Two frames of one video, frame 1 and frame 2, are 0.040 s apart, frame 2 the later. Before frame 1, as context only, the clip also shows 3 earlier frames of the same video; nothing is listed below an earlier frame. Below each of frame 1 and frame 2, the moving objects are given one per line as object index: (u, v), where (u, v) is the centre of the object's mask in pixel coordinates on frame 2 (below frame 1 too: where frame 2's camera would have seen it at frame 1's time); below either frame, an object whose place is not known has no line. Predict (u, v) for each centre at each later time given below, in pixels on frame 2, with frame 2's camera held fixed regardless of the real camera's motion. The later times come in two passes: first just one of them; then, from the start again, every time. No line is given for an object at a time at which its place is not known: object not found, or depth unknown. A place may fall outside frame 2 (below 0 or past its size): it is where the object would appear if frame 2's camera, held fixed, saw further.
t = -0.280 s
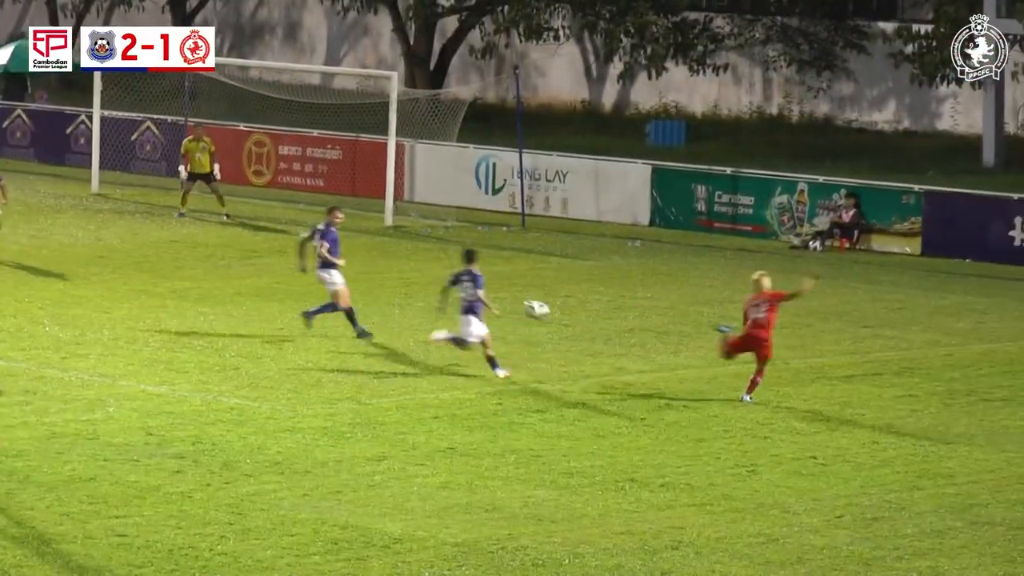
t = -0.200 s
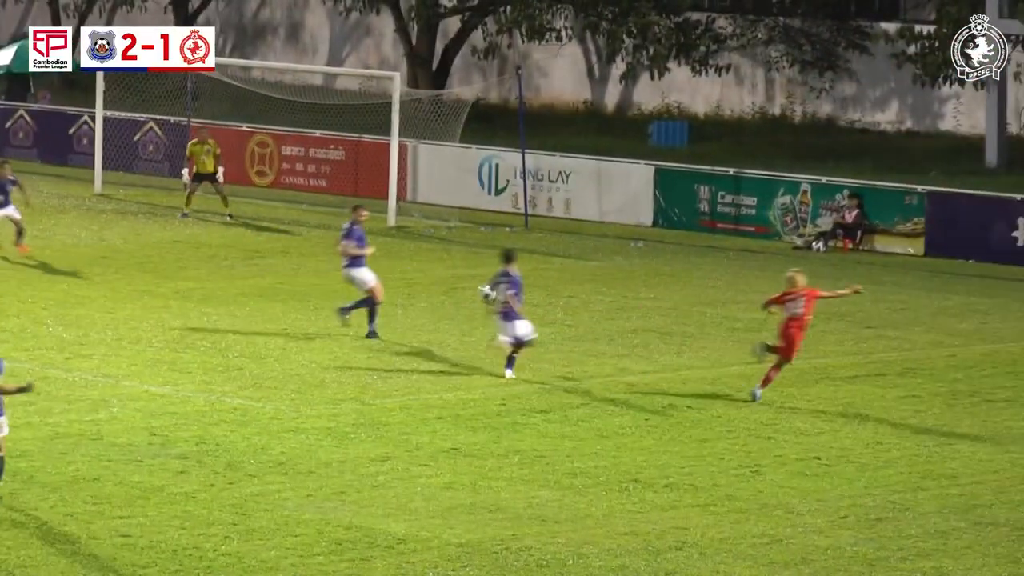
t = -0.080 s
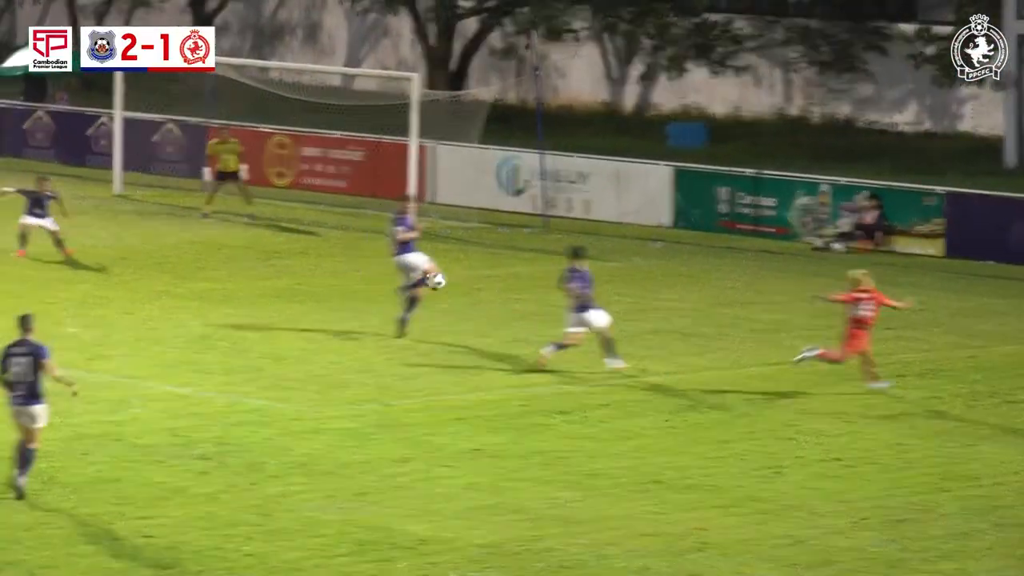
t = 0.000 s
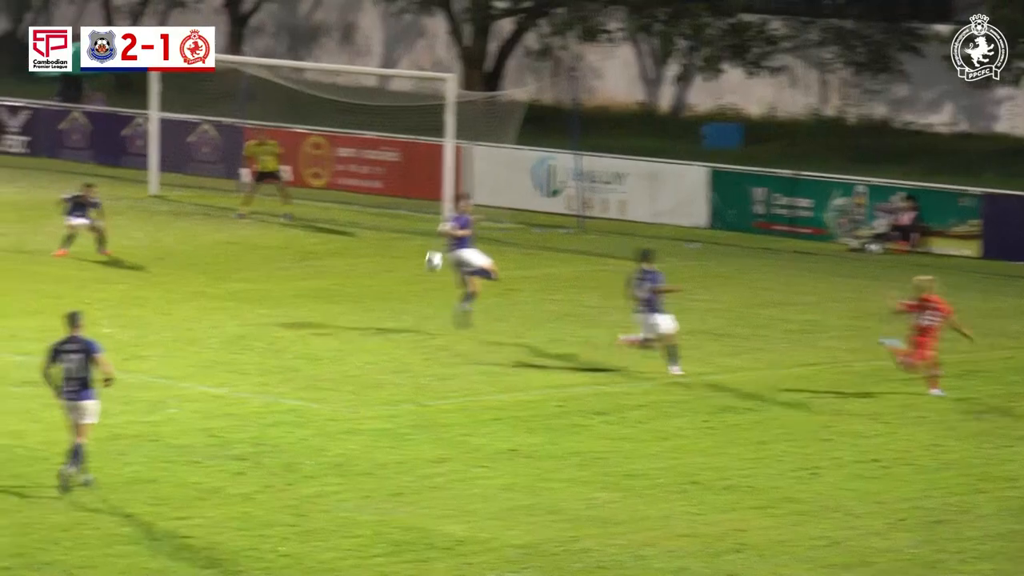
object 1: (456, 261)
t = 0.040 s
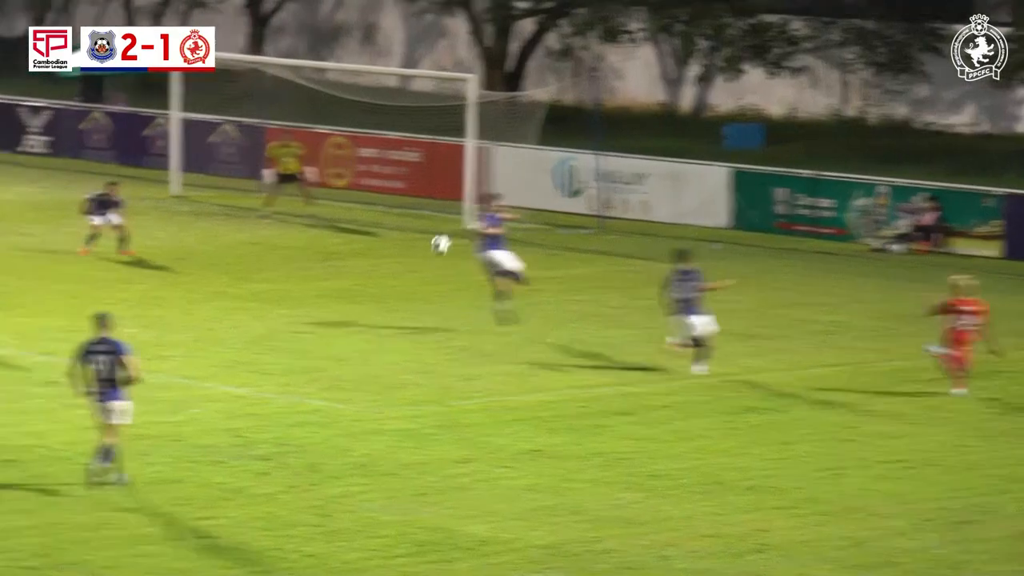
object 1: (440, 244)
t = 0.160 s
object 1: (395, 203)
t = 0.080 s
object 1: (425, 229)
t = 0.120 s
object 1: (410, 216)
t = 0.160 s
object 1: (395, 203)
